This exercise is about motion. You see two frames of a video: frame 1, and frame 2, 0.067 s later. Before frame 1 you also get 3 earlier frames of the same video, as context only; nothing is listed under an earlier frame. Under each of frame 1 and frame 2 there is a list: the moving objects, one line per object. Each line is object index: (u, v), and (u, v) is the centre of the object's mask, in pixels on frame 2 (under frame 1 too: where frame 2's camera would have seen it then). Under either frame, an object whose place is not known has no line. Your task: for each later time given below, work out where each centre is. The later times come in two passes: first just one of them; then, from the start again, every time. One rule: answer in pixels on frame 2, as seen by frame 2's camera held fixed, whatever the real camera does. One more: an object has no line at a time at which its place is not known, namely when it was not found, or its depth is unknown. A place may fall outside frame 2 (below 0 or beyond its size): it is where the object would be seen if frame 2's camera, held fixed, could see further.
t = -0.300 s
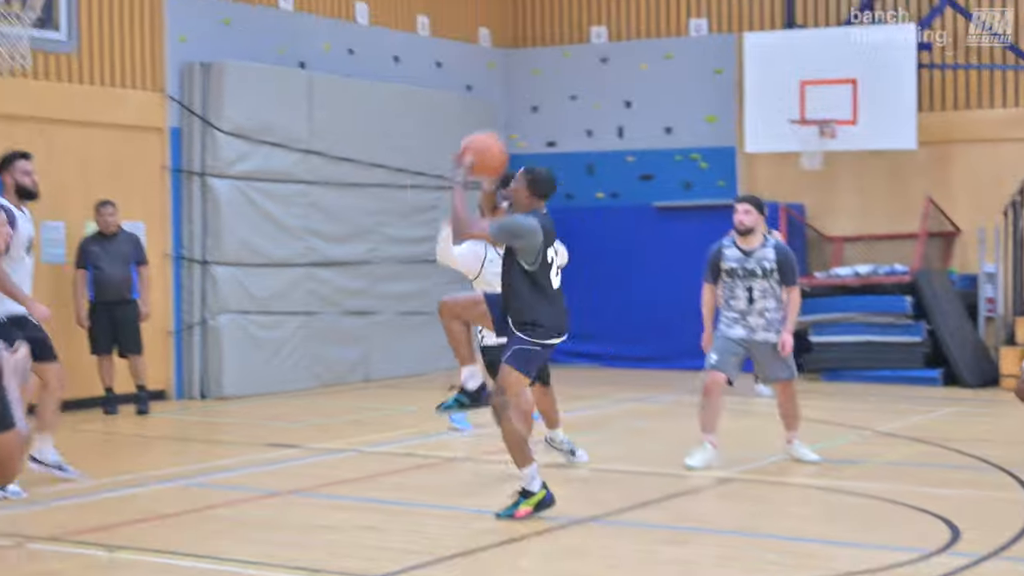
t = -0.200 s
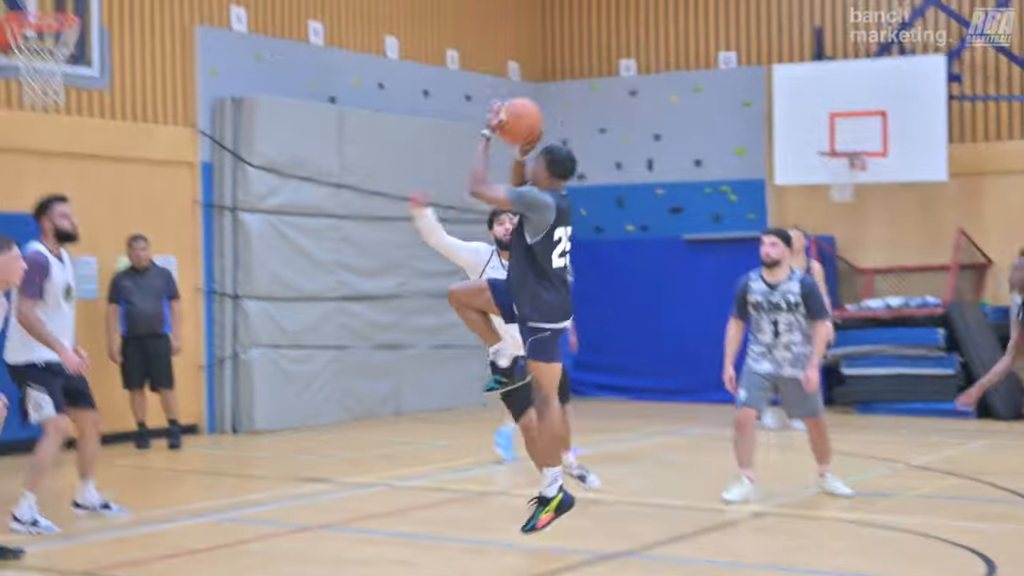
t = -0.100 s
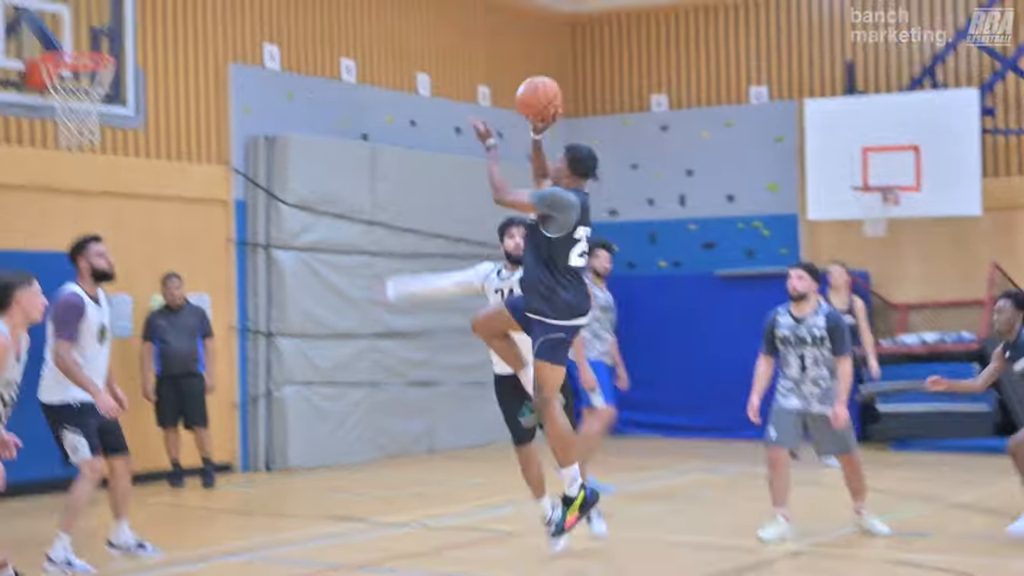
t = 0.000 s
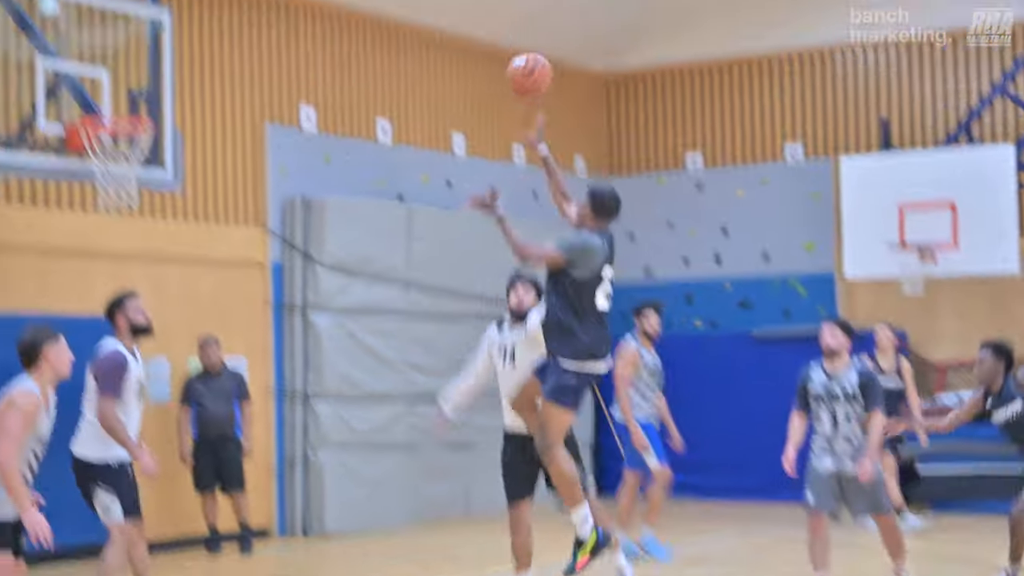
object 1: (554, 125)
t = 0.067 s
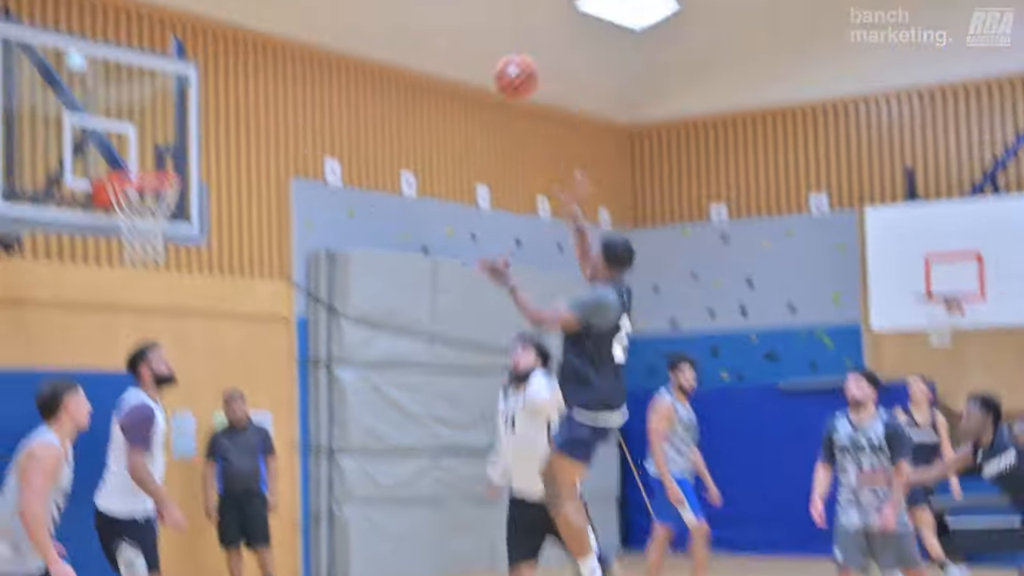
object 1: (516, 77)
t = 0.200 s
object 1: (449, 5)
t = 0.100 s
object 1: (498, 54)
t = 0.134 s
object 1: (480, 34)
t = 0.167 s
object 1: (464, 19)
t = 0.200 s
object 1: (449, 5)
